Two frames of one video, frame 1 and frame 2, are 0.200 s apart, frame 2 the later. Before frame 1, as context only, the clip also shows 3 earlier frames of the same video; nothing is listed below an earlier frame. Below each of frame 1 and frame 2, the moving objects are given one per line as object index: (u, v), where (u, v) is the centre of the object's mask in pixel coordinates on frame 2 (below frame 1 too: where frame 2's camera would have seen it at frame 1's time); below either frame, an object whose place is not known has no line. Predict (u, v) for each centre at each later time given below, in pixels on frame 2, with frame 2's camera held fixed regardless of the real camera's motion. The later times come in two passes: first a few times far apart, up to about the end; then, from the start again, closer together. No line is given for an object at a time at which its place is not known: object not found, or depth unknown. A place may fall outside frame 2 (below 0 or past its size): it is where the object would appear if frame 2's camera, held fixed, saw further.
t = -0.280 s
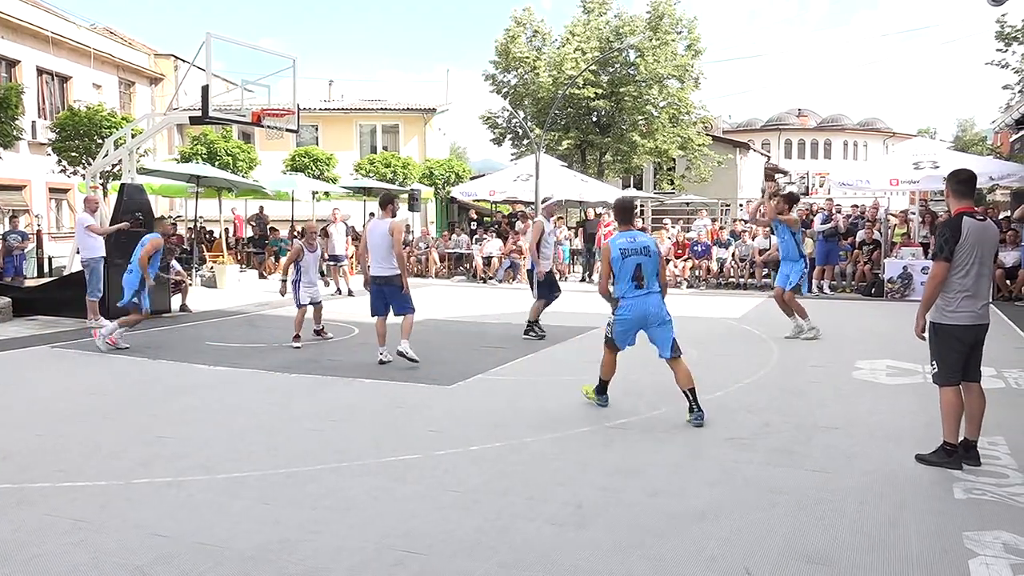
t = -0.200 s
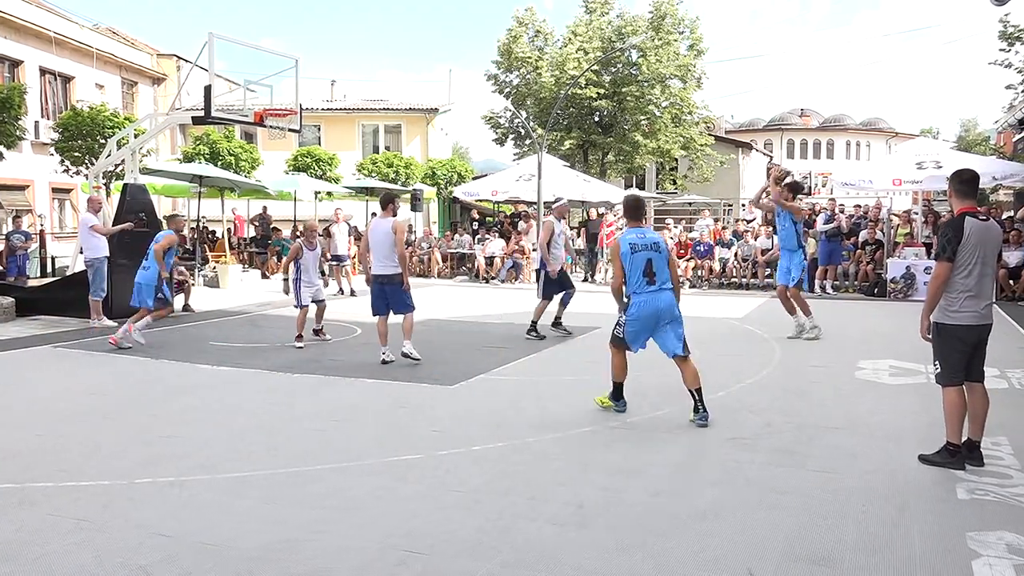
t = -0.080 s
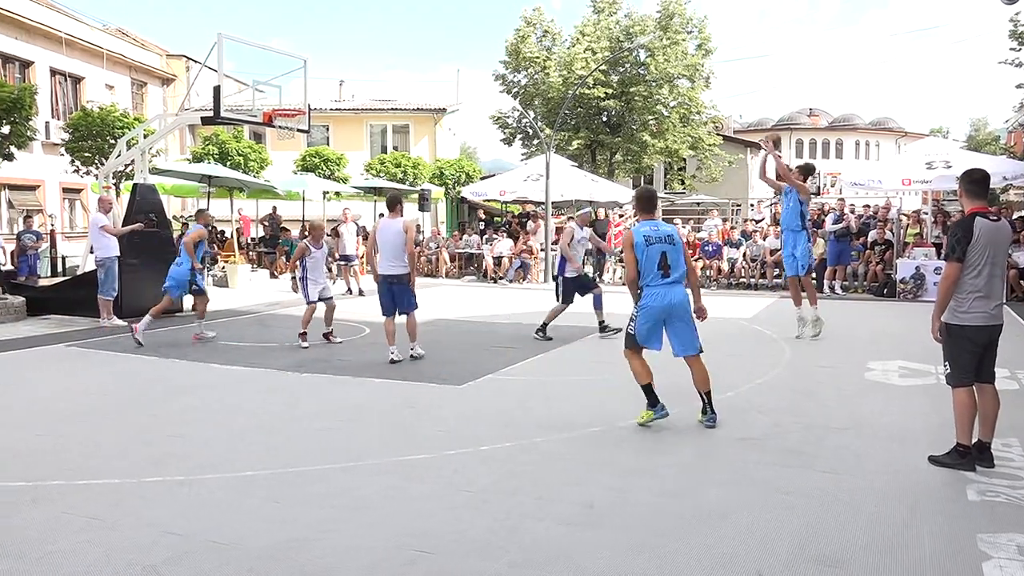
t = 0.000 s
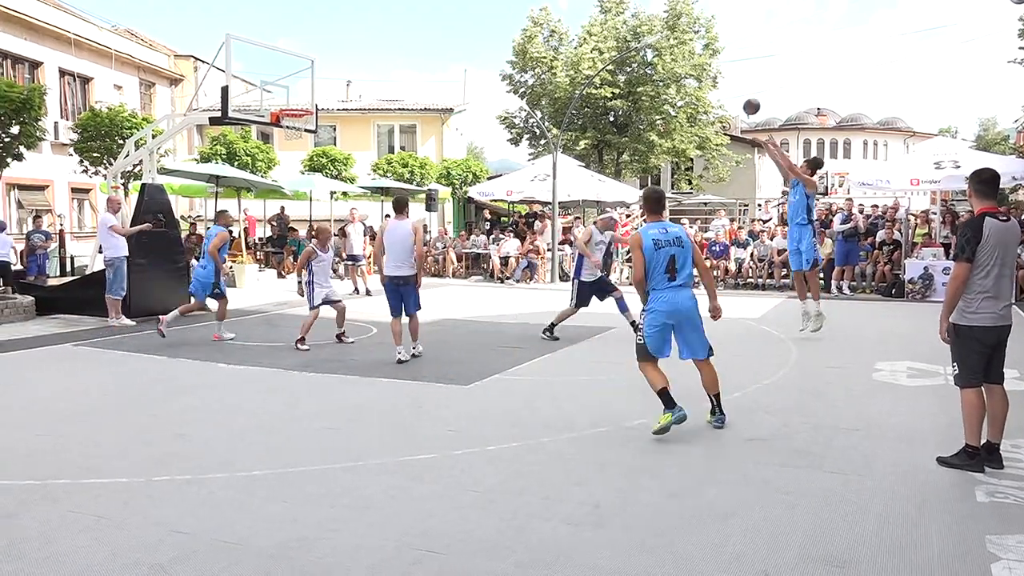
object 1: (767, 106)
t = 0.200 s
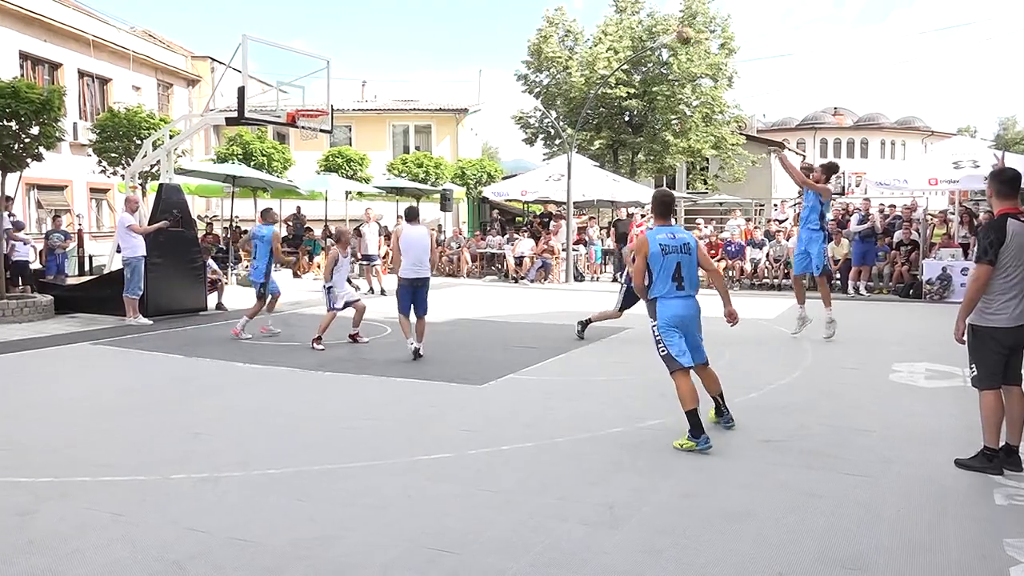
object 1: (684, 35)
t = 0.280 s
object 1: (652, 17)
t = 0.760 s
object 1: (465, 3)
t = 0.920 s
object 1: (407, 29)
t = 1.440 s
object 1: (269, 168)
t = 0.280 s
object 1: (652, 17)
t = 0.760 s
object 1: (465, 3)
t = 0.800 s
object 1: (450, 6)
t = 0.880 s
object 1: (422, 20)
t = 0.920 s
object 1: (407, 29)
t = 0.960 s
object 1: (392, 40)
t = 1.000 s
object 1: (378, 51)
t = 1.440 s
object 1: (269, 168)
